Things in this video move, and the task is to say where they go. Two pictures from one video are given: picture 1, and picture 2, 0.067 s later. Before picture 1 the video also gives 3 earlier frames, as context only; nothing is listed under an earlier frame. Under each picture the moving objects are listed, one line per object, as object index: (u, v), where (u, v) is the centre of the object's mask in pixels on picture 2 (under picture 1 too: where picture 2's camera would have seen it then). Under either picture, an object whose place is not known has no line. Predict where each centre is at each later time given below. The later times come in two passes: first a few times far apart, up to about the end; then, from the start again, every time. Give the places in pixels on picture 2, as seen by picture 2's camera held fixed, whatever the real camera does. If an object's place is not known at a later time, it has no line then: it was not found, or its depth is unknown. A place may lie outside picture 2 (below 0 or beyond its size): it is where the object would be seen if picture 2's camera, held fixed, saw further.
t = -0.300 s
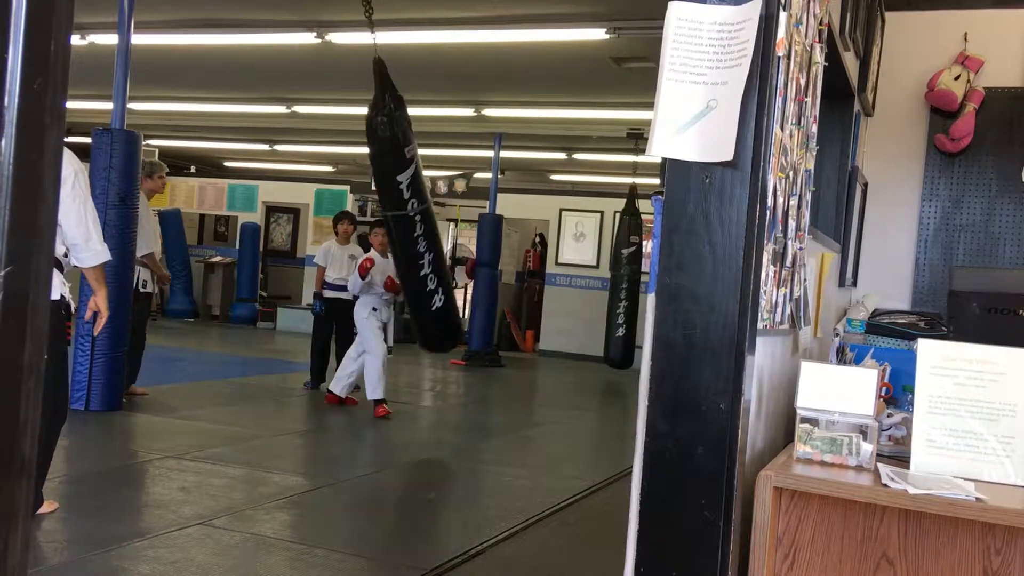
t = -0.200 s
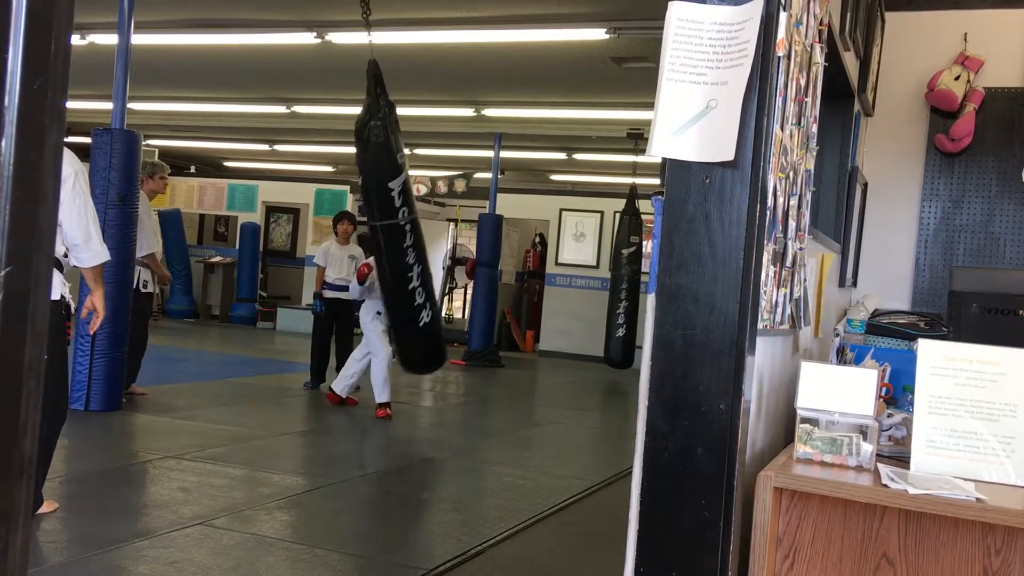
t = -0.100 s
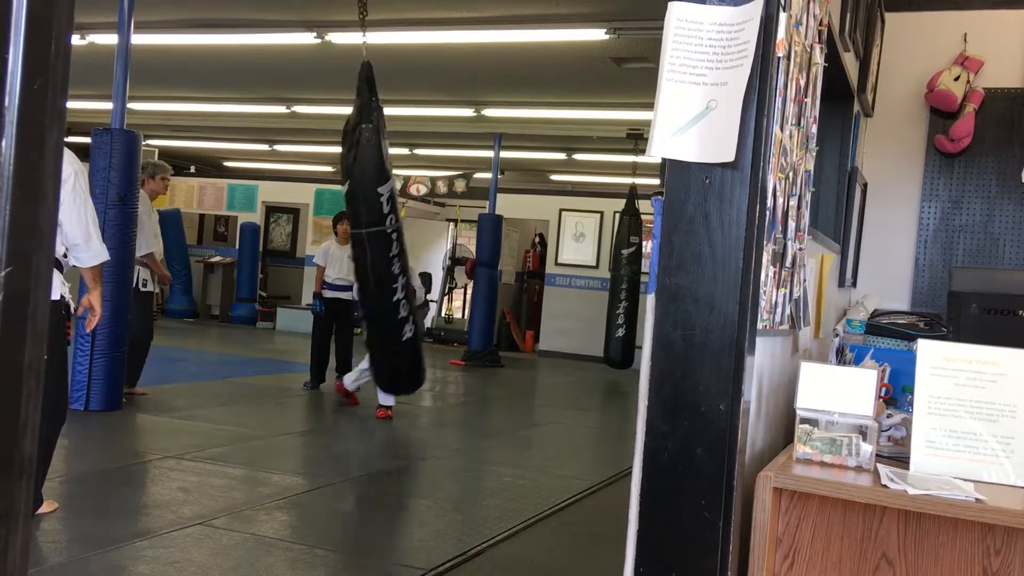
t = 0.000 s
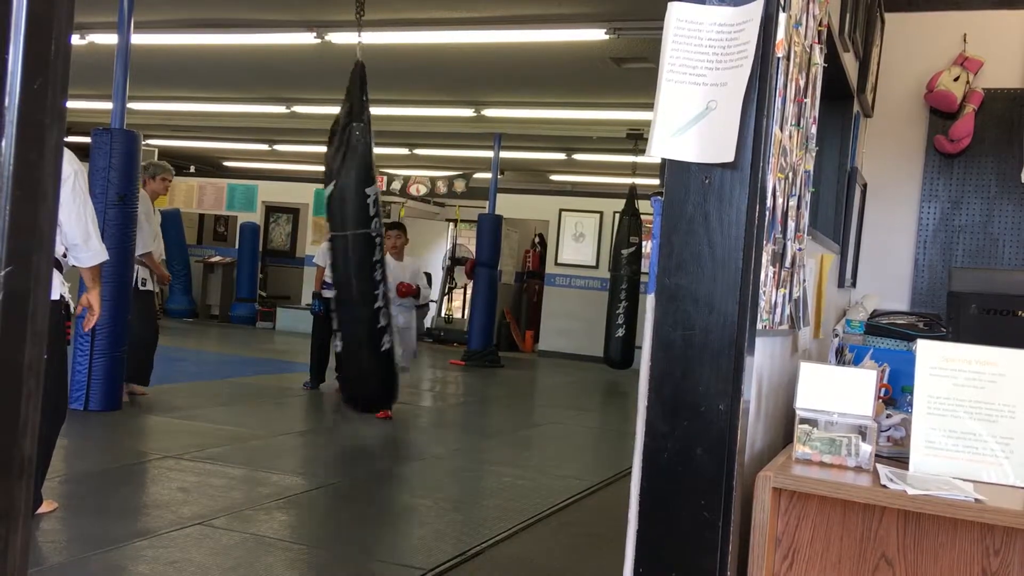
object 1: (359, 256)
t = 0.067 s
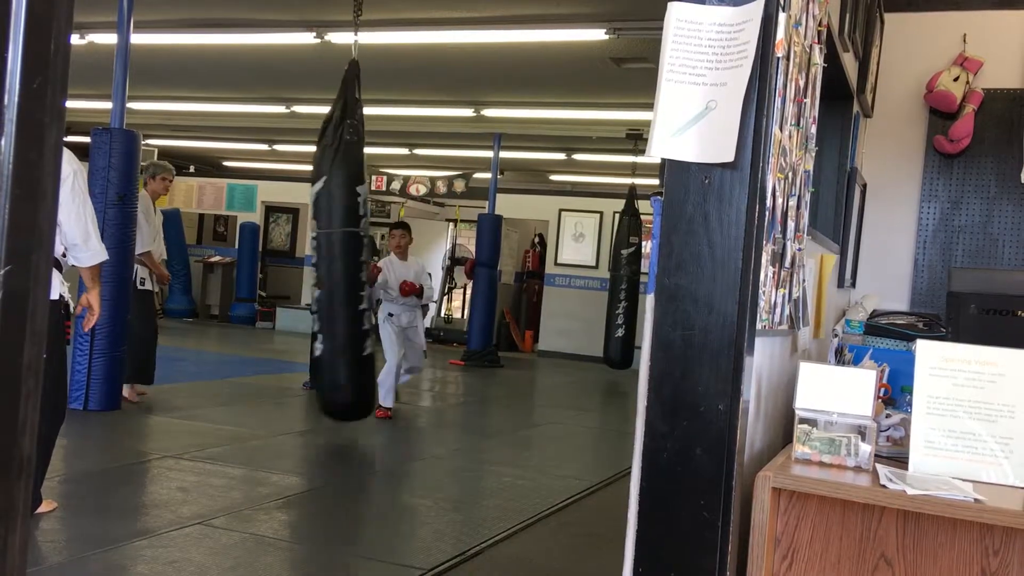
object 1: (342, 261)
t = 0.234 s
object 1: (299, 257)
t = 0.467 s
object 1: (240, 223)
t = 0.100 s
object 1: (334, 262)
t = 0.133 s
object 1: (326, 262)
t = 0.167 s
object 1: (317, 260)
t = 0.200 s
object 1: (308, 260)
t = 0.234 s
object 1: (299, 257)
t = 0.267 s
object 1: (290, 253)
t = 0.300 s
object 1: (281, 250)
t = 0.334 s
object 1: (273, 246)
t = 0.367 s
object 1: (264, 241)
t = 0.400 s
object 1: (256, 236)
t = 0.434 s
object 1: (248, 230)
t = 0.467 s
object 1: (240, 223)
